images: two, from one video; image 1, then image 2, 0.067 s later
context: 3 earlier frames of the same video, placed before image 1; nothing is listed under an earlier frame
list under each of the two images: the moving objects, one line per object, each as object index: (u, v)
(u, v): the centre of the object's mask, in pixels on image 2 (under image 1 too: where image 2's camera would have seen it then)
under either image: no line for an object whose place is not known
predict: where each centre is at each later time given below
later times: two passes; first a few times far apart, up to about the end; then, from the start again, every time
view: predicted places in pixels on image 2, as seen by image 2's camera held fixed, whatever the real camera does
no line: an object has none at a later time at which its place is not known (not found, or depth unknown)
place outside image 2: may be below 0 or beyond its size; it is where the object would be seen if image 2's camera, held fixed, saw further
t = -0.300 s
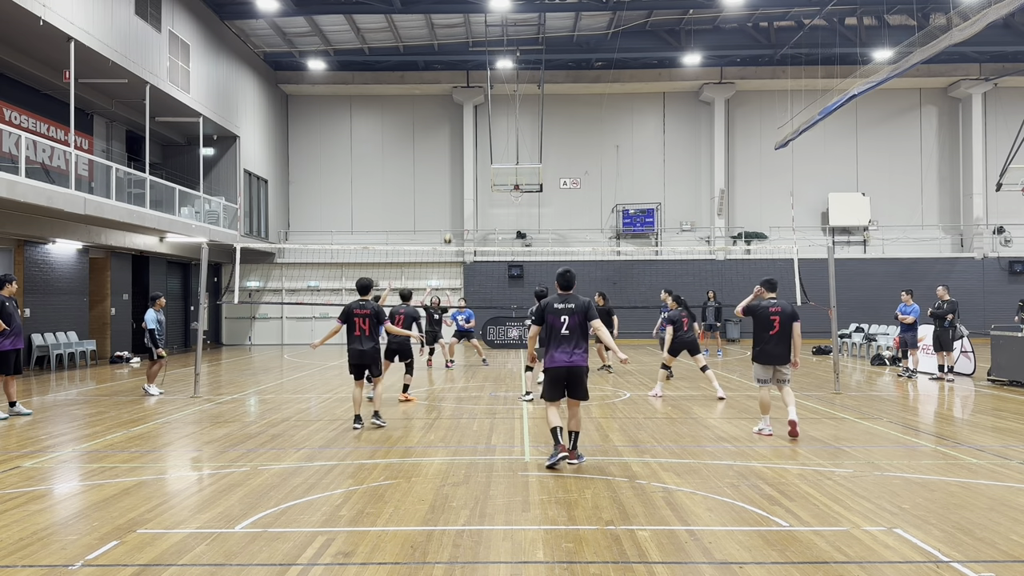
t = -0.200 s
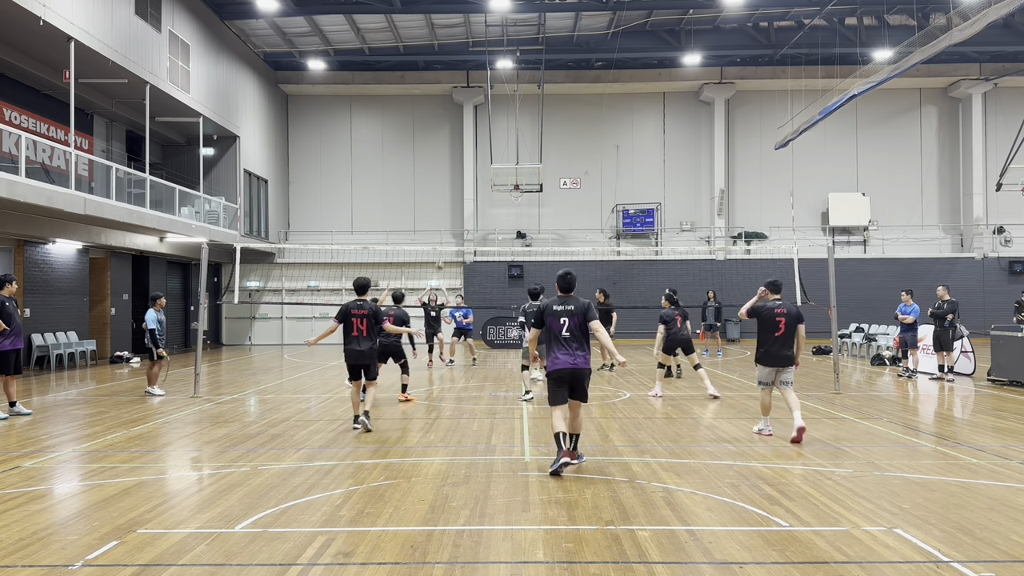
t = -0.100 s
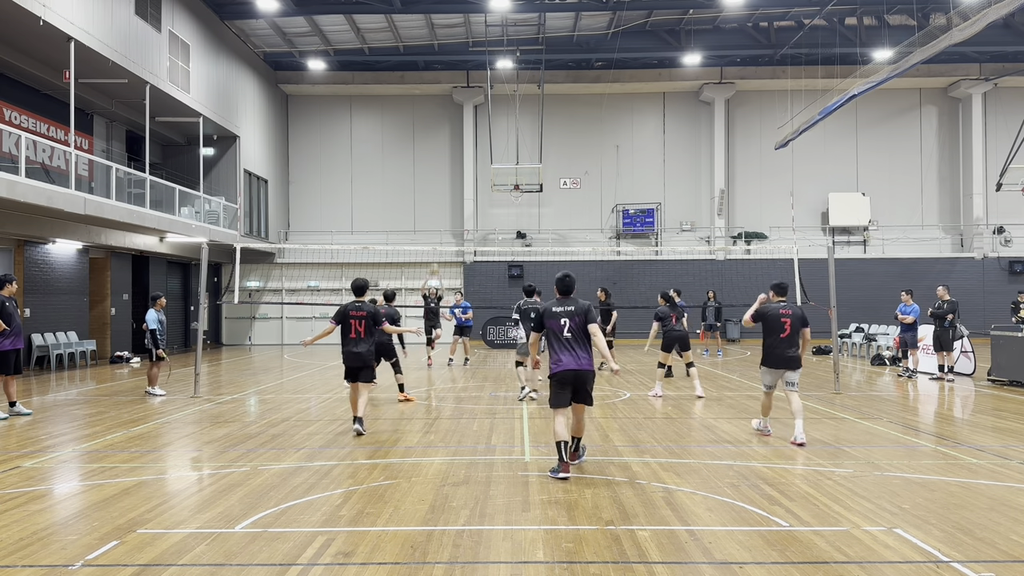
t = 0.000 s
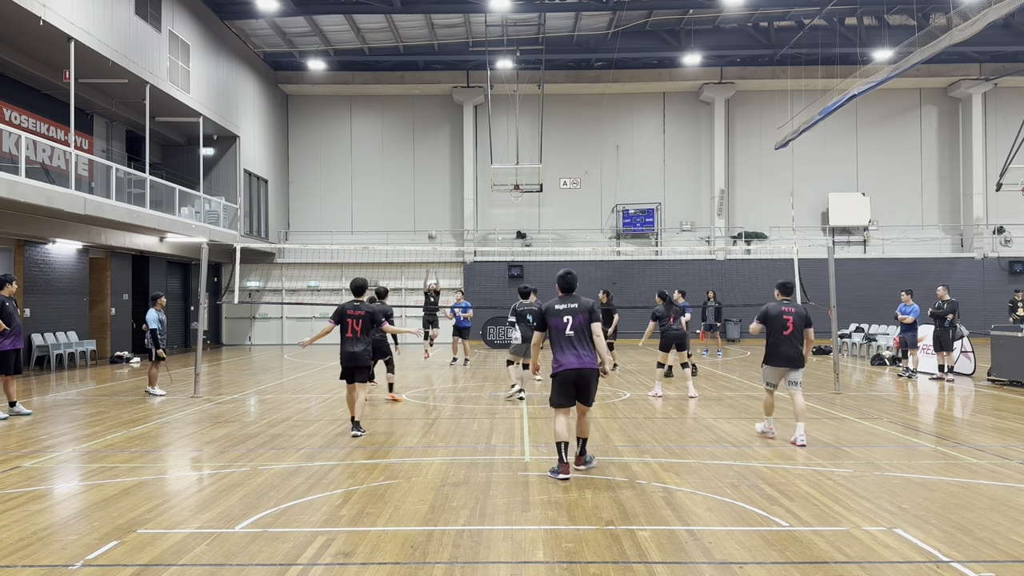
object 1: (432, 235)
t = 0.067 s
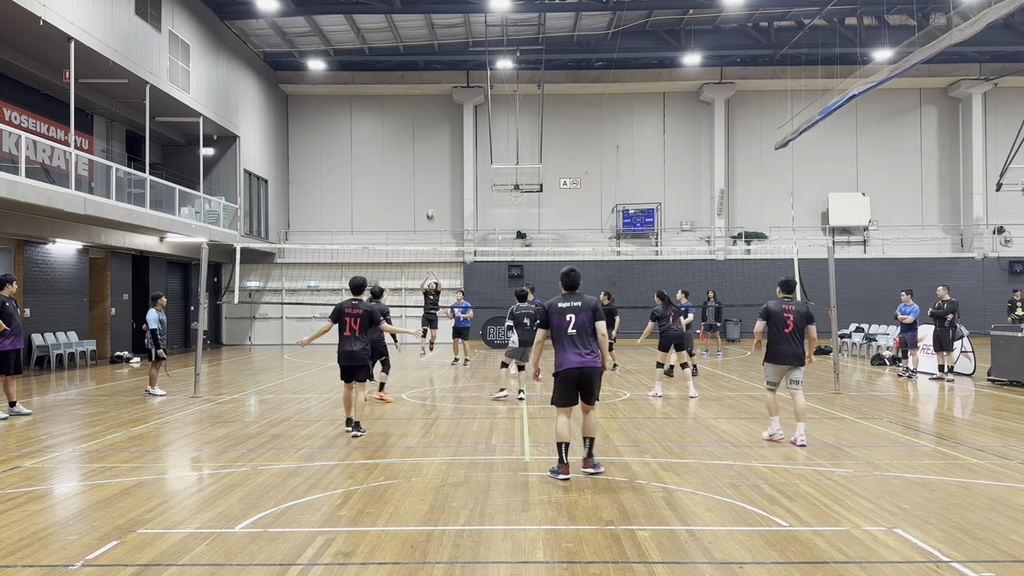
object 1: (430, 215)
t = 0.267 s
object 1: (426, 166)
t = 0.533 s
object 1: (420, 128)
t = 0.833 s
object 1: (414, 123)
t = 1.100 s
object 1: (408, 157)
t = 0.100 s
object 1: (430, 206)
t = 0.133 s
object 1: (429, 197)
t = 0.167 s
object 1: (428, 189)
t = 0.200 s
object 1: (427, 181)
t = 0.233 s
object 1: (427, 173)
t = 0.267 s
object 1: (426, 166)
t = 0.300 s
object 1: (425, 160)
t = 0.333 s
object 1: (425, 153)
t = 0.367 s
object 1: (424, 148)
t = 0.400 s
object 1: (423, 143)
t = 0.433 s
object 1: (422, 138)
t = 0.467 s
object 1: (421, 134)
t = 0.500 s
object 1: (421, 131)
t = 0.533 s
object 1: (420, 128)
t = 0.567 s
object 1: (419, 125)
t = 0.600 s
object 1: (419, 123)
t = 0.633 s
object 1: (418, 122)
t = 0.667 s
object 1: (417, 121)
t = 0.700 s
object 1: (417, 119)
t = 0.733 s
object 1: (416, 120)
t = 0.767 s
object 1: (415, 120)
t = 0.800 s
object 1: (415, 121)
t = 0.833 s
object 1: (414, 123)
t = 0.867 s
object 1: (413, 125)
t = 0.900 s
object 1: (413, 128)
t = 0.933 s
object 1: (412, 131)
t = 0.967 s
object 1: (411, 135)
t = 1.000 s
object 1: (411, 140)
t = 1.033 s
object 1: (410, 145)
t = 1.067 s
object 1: (409, 150)
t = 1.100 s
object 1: (408, 157)
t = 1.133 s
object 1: (408, 163)
